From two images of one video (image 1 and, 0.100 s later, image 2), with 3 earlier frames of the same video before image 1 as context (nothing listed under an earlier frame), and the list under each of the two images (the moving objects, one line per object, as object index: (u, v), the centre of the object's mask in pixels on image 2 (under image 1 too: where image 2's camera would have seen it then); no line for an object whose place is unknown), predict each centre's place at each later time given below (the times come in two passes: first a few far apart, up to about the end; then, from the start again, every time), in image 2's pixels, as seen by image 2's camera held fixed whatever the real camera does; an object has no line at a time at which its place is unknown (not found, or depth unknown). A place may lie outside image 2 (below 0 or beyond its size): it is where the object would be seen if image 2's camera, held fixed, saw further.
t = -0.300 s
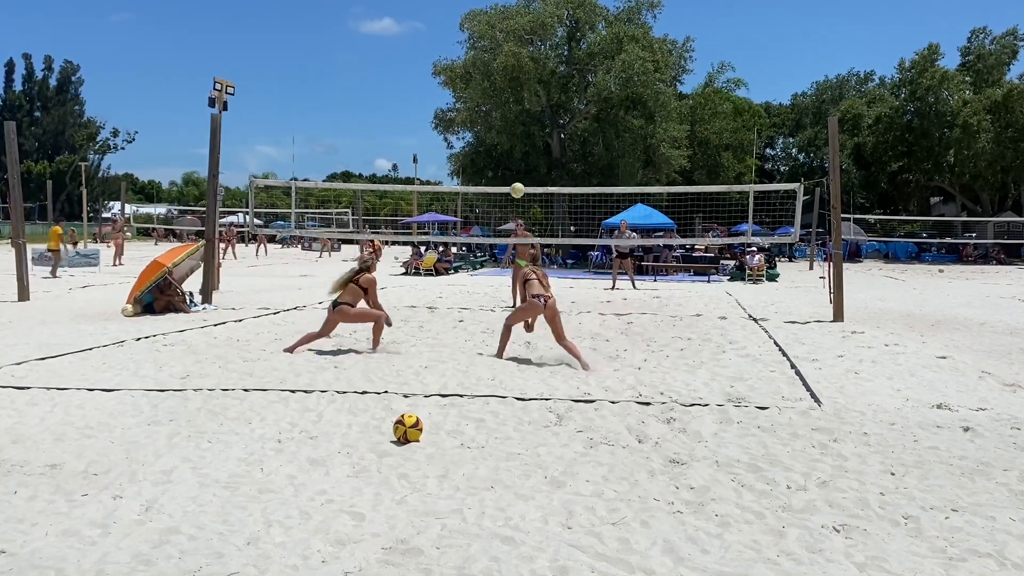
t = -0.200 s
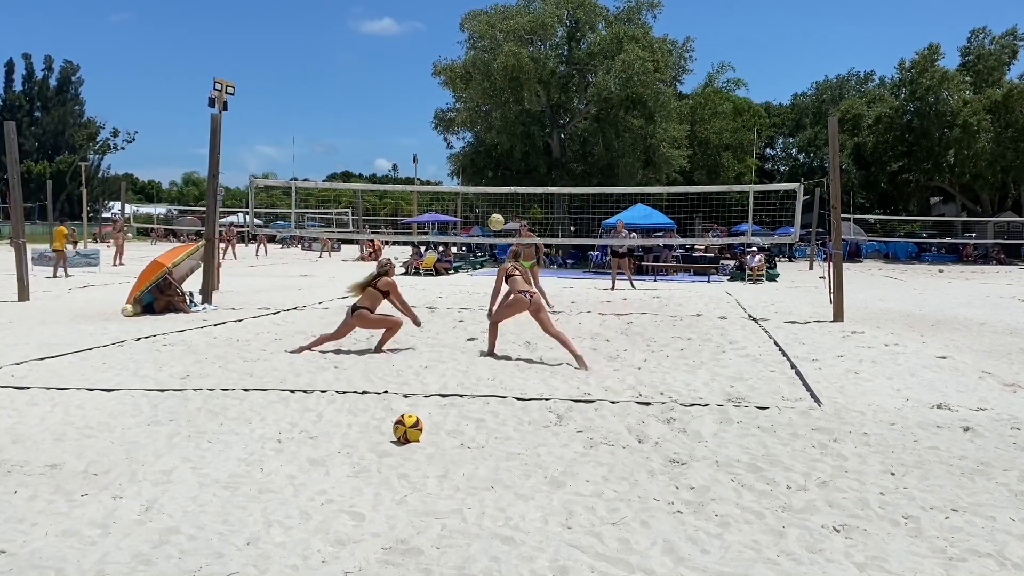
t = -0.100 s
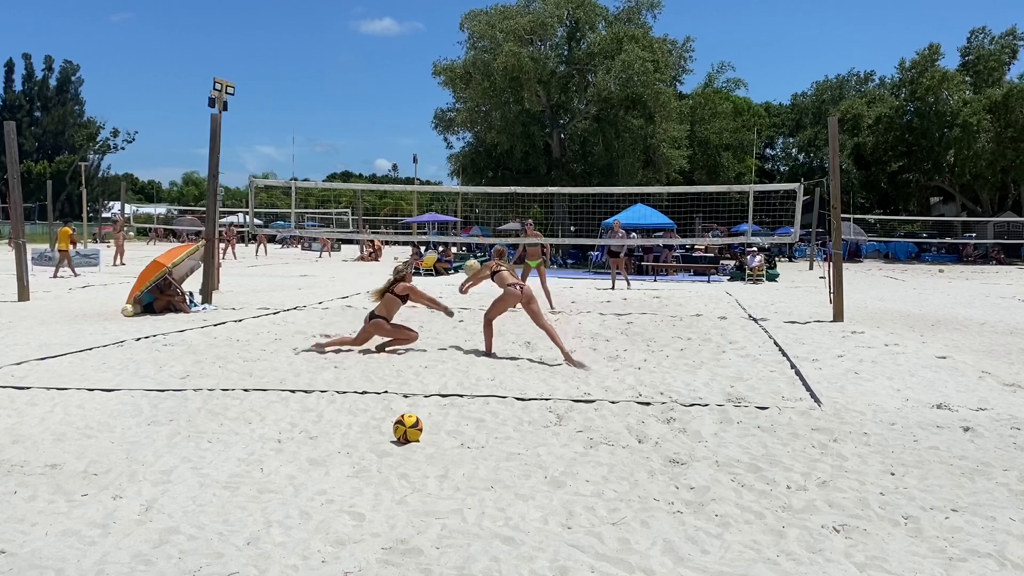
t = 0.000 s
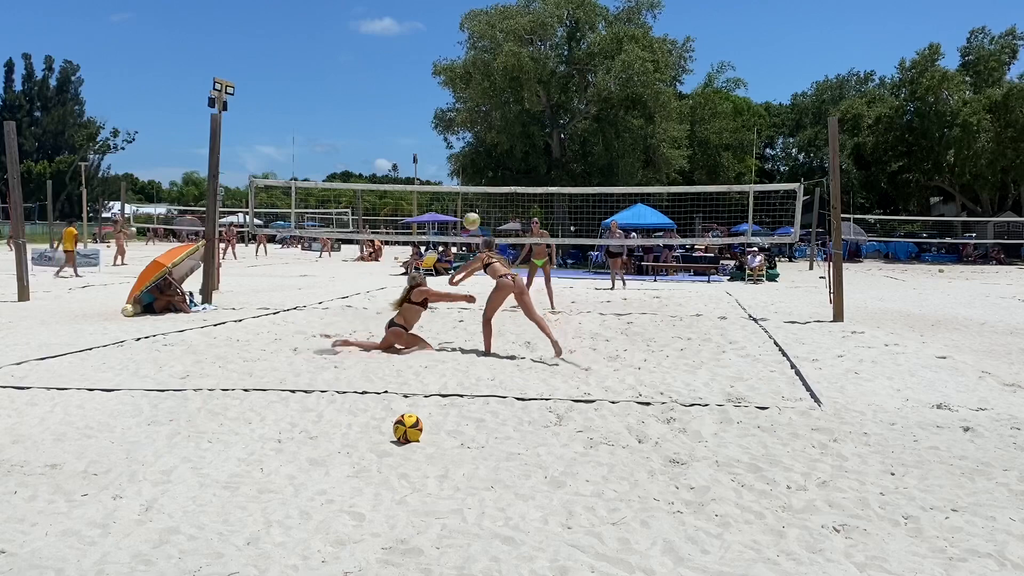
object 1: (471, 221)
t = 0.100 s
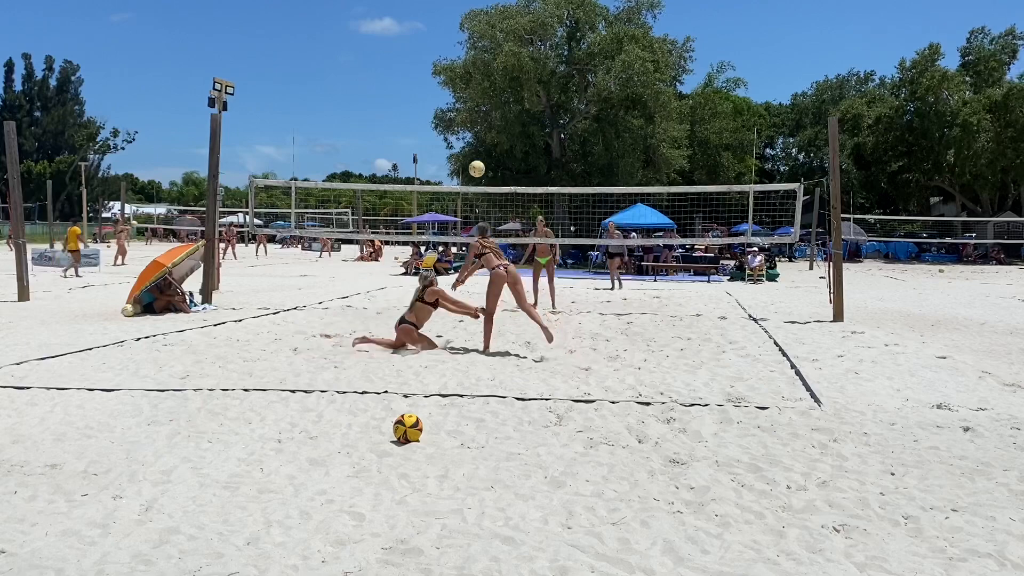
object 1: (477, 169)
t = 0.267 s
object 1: (486, 108)
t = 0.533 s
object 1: (501, 69)
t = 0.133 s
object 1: (478, 154)
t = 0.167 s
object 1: (481, 141)
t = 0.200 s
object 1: (482, 129)
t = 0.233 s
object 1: (485, 118)
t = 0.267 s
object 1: (486, 108)
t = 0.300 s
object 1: (488, 100)
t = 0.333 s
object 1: (490, 92)
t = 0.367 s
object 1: (492, 86)
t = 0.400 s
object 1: (494, 81)
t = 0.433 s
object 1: (496, 77)
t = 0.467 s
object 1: (498, 73)
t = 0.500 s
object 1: (500, 71)
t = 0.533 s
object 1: (501, 69)
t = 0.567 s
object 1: (503, 68)
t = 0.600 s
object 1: (505, 68)
